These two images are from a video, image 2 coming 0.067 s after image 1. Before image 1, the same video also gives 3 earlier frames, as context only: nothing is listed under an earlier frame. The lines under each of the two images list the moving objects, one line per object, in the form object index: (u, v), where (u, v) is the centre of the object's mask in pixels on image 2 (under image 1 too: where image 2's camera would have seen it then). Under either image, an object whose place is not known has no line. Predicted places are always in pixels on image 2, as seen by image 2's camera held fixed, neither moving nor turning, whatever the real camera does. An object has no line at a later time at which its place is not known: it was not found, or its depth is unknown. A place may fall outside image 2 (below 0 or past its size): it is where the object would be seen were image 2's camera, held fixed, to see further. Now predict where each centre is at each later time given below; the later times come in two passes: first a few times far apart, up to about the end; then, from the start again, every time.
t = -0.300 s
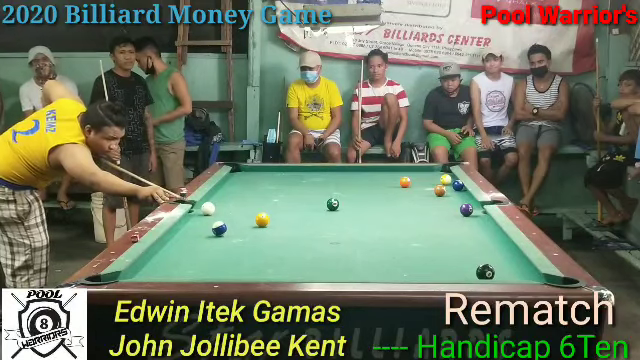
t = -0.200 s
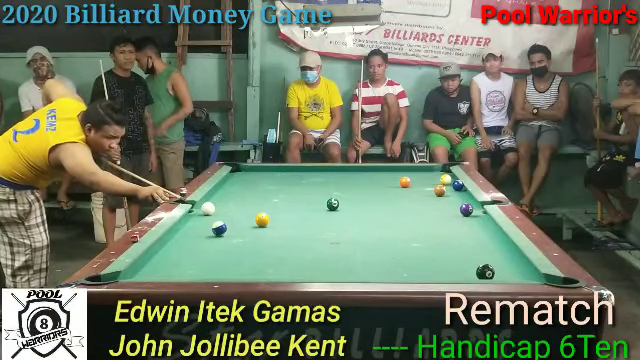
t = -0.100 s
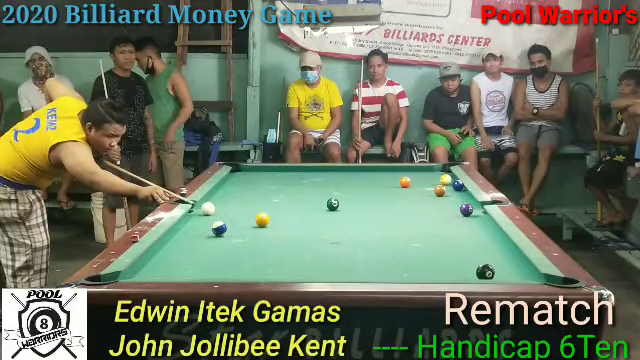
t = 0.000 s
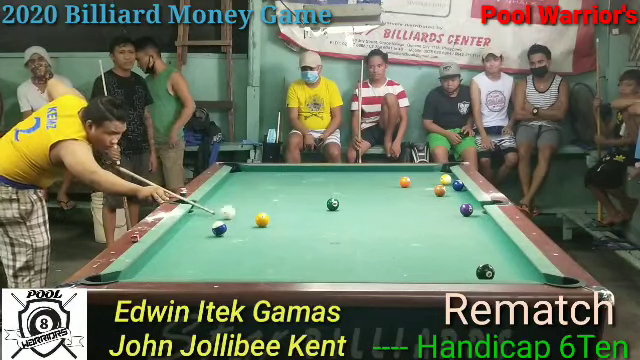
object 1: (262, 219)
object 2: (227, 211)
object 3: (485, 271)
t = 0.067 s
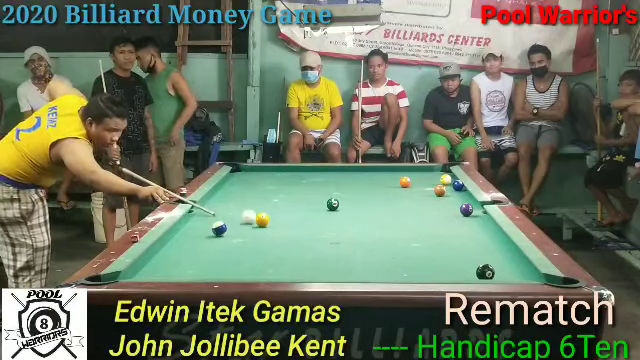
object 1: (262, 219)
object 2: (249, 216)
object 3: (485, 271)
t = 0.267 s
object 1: (306, 231)
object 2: (261, 217)
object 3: (485, 271)
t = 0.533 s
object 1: (368, 247)
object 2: (271, 216)
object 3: (485, 271)
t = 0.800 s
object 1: (442, 266)
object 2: (279, 216)
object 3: (485, 271)
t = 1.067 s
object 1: (474, 274)
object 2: (285, 215)
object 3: (528, 273)
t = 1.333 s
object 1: (473, 267)
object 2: (291, 215)
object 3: (504, 273)
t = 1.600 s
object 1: (473, 258)
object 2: (295, 214)
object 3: (476, 274)
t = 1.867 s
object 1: (473, 251)
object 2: (298, 214)
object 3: (449, 275)
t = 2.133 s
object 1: (473, 244)
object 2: (298, 214)
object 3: (426, 275)
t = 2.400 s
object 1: (473, 238)
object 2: (298, 214)
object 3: (409, 274)
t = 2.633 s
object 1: (473, 234)
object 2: (298, 214)
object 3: (395, 274)
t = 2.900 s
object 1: (473, 229)
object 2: (298, 214)
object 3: (382, 274)
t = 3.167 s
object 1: (472, 224)
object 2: (298, 214)
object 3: (371, 273)
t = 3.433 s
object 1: (472, 221)
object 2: (298, 214)
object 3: (362, 273)
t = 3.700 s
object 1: (472, 218)
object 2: (298, 214)
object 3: (356, 273)
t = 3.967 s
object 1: (471, 215)
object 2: (298, 214)
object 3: (352, 273)
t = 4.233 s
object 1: (471, 213)
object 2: (298, 214)
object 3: (350, 272)
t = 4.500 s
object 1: (470, 212)
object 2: (298, 214)
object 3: (350, 273)
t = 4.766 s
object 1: (470, 211)
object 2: (298, 214)
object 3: (350, 272)
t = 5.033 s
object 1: (470, 211)
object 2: (298, 214)
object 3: (350, 273)
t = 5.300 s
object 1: (470, 211)
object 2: (298, 214)
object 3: (350, 272)
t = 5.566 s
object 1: (470, 211)
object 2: (298, 214)
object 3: (350, 272)
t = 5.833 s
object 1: (471, 211)
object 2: (298, 214)
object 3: (350, 272)
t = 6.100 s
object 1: (471, 211)
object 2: (298, 214)
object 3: (350, 272)
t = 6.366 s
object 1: (471, 211)
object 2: (298, 214)
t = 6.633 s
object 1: (471, 211)
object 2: (298, 214)
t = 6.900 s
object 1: (471, 211)
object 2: (298, 214)
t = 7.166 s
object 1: (471, 211)
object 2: (298, 214)
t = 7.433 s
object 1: (471, 211)
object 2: (298, 214)
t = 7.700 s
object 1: (471, 211)
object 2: (298, 214)
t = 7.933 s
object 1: (471, 211)
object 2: (298, 214)
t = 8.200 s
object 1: (471, 211)
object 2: (298, 214)
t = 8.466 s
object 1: (471, 211)
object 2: (298, 214)
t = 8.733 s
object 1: (471, 211)
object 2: (298, 214)
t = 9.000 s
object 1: (471, 211)
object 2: (298, 214)
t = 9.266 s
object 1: (471, 211)
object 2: (298, 214)
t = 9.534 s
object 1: (471, 211)
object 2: (298, 214)
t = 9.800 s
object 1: (471, 211)
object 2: (298, 214)
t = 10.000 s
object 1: (471, 211)
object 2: (298, 214)
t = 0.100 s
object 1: (268, 220)
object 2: (254, 217)
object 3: (485, 271)
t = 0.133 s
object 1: (275, 222)
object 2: (256, 217)
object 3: (485, 271)
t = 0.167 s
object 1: (284, 224)
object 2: (257, 217)
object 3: (485, 271)
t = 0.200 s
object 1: (292, 227)
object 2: (258, 217)
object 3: (485, 271)
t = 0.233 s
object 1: (299, 229)
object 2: (260, 217)
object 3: (485, 271)
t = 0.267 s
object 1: (306, 231)
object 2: (261, 217)
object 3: (485, 271)
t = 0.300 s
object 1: (313, 233)
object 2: (262, 217)
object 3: (485, 271)
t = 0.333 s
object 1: (321, 235)
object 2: (263, 217)
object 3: (485, 271)
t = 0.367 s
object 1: (328, 237)
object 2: (265, 216)
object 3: (485, 271)
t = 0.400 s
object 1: (336, 238)
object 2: (266, 216)
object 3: (485, 271)
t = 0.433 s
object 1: (344, 240)
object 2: (267, 216)
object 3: (485, 271)
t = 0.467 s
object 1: (352, 243)
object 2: (269, 216)
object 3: (485, 271)
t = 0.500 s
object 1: (360, 245)
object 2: (270, 216)
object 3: (485, 271)
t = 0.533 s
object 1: (368, 247)
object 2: (271, 216)
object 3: (485, 271)
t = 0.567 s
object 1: (377, 249)
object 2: (273, 216)
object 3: (485, 271)
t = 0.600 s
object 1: (386, 251)
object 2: (273, 216)
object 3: (485, 271)
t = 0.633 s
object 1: (395, 254)
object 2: (274, 216)
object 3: (485, 271)
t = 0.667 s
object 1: (404, 256)
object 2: (275, 216)
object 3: (485, 271)
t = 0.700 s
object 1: (413, 258)
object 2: (276, 216)
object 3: (485, 271)
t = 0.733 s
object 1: (423, 261)
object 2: (277, 216)
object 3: (485, 271)
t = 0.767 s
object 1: (433, 264)
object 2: (278, 216)
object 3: (485, 271)
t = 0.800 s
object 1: (442, 266)
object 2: (279, 216)
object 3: (485, 271)
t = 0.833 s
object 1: (452, 268)
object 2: (280, 215)
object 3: (485, 271)
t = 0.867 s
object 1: (462, 271)
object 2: (281, 215)
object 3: (485, 271)
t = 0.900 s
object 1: (467, 272)
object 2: (281, 215)
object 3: (492, 272)
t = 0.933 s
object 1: (469, 273)
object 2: (282, 215)
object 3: (500, 272)
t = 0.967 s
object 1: (471, 275)
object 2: (283, 215)
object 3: (508, 272)
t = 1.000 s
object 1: (474, 276)
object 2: (284, 215)
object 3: (515, 272)
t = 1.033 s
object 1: (474, 274)
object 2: (285, 215)
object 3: (521, 272)
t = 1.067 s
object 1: (474, 274)
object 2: (285, 215)
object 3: (528, 273)
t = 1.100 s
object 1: (474, 273)
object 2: (286, 215)
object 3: (531, 273)
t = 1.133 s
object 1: (474, 273)
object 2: (287, 215)
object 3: (527, 273)
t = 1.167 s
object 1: (474, 272)
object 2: (288, 215)
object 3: (523, 273)
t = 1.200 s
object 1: (474, 271)
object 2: (288, 215)
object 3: (519, 273)
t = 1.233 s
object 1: (474, 270)
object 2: (289, 215)
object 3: (515, 273)
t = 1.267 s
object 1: (474, 269)
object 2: (290, 215)
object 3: (511, 273)
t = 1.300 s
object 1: (474, 269)
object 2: (290, 215)
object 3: (507, 273)
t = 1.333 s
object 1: (473, 267)
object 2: (291, 215)
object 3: (504, 273)
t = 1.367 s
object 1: (473, 266)
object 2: (291, 215)
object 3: (501, 273)
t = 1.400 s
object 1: (473, 265)
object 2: (292, 215)
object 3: (497, 274)
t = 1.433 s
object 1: (473, 264)
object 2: (292, 215)
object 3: (493, 274)
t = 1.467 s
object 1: (473, 263)
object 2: (293, 214)
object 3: (489, 274)
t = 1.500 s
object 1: (473, 262)
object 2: (294, 215)
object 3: (486, 273)
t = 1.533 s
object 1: (473, 261)
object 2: (294, 214)
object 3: (482, 274)
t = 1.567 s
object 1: (473, 260)
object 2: (295, 215)
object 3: (480, 273)
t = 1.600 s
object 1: (473, 258)
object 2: (295, 214)
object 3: (476, 274)
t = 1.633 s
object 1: (473, 257)
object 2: (295, 214)
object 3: (472, 274)
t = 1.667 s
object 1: (473, 256)
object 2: (296, 214)
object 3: (469, 274)
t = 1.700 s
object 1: (473, 255)
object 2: (296, 214)
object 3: (465, 274)
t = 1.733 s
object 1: (473, 254)
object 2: (296, 214)
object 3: (462, 275)
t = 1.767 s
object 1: (473, 253)
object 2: (297, 215)
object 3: (459, 274)
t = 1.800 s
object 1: (473, 253)
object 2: (297, 214)
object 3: (456, 275)
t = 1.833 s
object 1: (473, 252)
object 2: (297, 214)
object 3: (452, 275)
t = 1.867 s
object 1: (473, 251)
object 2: (298, 214)
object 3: (449, 275)
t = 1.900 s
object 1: (473, 250)
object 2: (298, 214)
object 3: (445, 275)
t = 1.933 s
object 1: (473, 249)
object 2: (298, 214)
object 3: (442, 275)
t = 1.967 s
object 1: (473, 248)
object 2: (298, 214)
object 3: (440, 275)
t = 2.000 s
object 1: (473, 247)
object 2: (298, 214)
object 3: (436, 275)
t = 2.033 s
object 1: (473, 246)
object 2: (298, 214)
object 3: (433, 276)
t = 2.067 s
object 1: (473, 245)
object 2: (298, 214)
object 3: (431, 275)
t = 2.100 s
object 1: (473, 245)
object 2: (298, 214)
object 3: (429, 275)
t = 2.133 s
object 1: (473, 244)
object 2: (298, 214)
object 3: (426, 275)
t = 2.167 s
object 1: (473, 243)
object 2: (298, 214)
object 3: (424, 275)
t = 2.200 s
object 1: (473, 242)
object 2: (298, 214)
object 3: (422, 275)
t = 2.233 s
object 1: (473, 242)
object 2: (298, 214)
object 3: (419, 275)
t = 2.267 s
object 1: (473, 241)
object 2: (298, 214)
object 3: (417, 275)
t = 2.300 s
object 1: (473, 240)
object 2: (298, 214)
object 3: (415, 275)
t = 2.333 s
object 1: (473, 239)
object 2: (298, 214)
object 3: (413, 275)
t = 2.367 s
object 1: (473, 239)
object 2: (298, 214)
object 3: (411, 275)
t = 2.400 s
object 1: (473, 238)
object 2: (298, 214)
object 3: (409, 274)
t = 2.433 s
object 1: (473, 237)
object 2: (298, 214)
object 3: (407, 274)
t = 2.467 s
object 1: (473, 237)
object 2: (298, 214)
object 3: (405, 274)
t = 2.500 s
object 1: (473, 236)
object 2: (298, 214)
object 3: (403, 274)
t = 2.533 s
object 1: (473, 235)
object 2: (298, 214)
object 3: (401, 274)
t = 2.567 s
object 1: (473, 234)
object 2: (298, 214)
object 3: (399, 274)
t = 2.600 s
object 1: (473, 234)
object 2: (298, 214)
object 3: (397, 274)
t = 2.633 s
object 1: (473, 234)
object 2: (298, 214)
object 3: (395, 274)
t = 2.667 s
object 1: (473, 234)
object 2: (298, 214)
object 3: (393, 274)
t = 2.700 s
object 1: (473, 232)
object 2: (298, 214)
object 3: (391, 274)
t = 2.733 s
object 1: (473, 232)
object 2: (298, 214)
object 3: (390, 274)
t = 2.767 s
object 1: (473, 231)
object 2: (298, 214)
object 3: (388, 274)
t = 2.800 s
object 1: (473, 231)
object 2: (298, 214)
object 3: (386, 273)
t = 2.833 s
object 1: (473, 230)
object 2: (298, 214)
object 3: (385, 274)
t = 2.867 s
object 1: (473, 230)
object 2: (298, 214)
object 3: (383, 273)
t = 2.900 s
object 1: (473, 229)
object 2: (298, 214)
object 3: (382, 274)
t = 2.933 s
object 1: (473, 229)
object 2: (298, 214)
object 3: (380, 274)
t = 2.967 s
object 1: (473, 228)
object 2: (298, 214)
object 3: (378, 273)
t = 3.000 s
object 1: (473, 227)
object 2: (298, 214)
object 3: (377, 273)
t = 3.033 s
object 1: (473, 226)
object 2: (298, 214)
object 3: (376, 273)
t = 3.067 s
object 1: (473, 226)
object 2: (298, 214)
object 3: (374, 273)
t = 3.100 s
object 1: (472, 225)
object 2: (298, 214)
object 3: (373, 273)
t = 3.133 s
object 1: (472, 225)
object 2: (298, 214)
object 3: (372, 273)
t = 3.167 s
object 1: (472, 224)
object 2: (298, 214)
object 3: (371, 273)
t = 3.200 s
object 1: (472, 224)
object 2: (298, 214)
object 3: (370, 273)
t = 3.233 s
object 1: (472, 224)
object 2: (298, 214)
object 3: (368, 273)
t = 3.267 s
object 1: (472, 223)
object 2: (298, 214)
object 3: (367, 273)
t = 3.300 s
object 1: (472, 223)
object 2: (298, 214)
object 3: (366, 273)
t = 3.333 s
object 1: (472, 222)
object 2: (298, 214)
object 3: (365, 273)
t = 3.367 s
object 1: (472, 222)
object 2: (298, 214)
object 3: (364, 273)
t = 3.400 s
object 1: (472, 222)
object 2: (298, 214)
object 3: (363, 273)
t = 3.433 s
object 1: (472, 221)
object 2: (298, 214)
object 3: (362, 273)
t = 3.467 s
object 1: (472, 221)
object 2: (298, 214)
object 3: (361, 273)
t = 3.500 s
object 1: (472, 220)
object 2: (298, 214)
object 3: (361, 273)
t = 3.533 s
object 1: (472, 220)
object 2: (298, 214)
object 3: (359, 273)
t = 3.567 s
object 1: (472, 220)
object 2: (298, 214)
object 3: (359, 273)
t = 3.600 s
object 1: (472, 220)
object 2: (298, 214)
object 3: (358, 273)
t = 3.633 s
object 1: (472, 219)
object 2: (298, 214)
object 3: (357, 273)
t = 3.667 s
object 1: (472, 218)
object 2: (298, 214)
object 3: (357, 273)
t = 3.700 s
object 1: (472, 218)
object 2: (298, 214)
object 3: (356, 273)
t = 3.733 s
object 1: (472, 218)
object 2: (298, 214)
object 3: (355, 273)
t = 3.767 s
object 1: (472, 217)
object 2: (298, 214)
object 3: (355, 273)
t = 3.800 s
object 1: (472, 217)
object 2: (298, 214)
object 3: (354, 273)
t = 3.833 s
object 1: (472, 216)
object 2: (298, 214)
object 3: (354, 273)
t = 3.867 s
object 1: (472, 216)
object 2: (298, 214)
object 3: (353, 273)
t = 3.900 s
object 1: (472, 216)
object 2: (298, 214)
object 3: (353, 273)
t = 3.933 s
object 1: (471, 215)
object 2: (298, 214)
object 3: (352, 273)
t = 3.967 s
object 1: (471, 215)
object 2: (298, 214)
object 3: (352, 273)
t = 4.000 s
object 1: (471, 215)
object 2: (298, 214)
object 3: (351, 273)
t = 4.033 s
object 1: (471, 215)
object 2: (298, 214)
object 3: (351, 273)
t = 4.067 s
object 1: (471, 214)
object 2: (298, 214)
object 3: (351, 273)
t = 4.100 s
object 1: (471, 214)
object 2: (298, 214)
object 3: (350, 273)
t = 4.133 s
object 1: (471, 214)
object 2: (298, 214)
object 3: (350, 273)
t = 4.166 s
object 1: (471, 214)
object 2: (298, 214)
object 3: (350, 273)
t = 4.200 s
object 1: (471, 213)
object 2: (298, 214)
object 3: (350, 273)
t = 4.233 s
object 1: (471, 213)
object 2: (298, 214)
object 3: (350, 272)
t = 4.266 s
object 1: (471, 212)
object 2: (298, 214)
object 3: (350, 273)
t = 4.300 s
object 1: (471, 212)
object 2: (298, 214)
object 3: (350, 273)
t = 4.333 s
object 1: (471, 212)
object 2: (298, 214)
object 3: (350, 273)
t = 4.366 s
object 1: (470, 212)
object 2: (298, 214)
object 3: (350, 273)
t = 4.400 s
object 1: (470, 212)
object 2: (298, 214)
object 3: (350, 273)
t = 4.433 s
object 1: (470, 212)
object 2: (298, 214)
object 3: (350, 272)
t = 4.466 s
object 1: (470, 212)
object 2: (298, 214)
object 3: (350, 273)
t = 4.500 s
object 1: (470, 212)
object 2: (298, 214)
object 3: (350, 273)
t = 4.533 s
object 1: (470, 212)
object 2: (298, 214)
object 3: (350, 273)
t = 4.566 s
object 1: (470, 212)
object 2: (298, 214)
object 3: (350, 273)
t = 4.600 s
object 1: (470, 211)
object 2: (298, 214)
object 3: (350, 273)
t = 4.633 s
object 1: (470, 211)
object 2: (298, 214)
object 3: (350, 272)
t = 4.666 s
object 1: (471, 211)
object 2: (298, 214)
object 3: (350, 272)
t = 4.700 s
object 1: (470, 211)
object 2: (298, 214)
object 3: (350, 272)
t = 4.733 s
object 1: (470, 211)
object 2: (298, 214)
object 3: (350, 272)
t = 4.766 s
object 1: (470, 211)
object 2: (298, 214)
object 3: (350, 272)
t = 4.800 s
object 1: (471, 211)
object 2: (298, 214)
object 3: (350, 272)
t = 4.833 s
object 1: (471, 211)
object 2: (298, 214)
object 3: (350, 272)
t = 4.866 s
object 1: (471, 211)
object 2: (298, 214)
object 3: (350, 272)
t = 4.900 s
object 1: (471, 211)
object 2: (298, 214)
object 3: (350, 272)
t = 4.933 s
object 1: (471, 211)
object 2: (298, 214)
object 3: (350, 273)
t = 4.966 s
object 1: (470, 211)
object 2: (298, 214)
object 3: (350, 272)
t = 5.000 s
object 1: (470, 211)
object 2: (298, 214)
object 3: (350, 273)
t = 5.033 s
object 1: (470, 211)
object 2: (298, 214)
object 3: (350, 273)
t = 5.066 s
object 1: (470, 211)
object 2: (298, 214)
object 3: (350, 272)
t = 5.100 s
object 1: (470, 211)
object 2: (298, 214)
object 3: (350, 272)
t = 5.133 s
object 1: (470, 211)
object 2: (298, 214)
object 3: (350, 272)
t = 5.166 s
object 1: (470, 211)
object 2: (298, 214)
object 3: (350, 272)
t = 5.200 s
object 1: (470, 211)
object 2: (298, 214)
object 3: (350, 272)
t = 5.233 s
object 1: (470, 211)
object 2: (298, 214)
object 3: (350, 272)
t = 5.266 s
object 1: (470, 211)
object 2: (298, 214)
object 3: (350, 272)
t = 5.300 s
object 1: (470, 211)
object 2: (298, 214)
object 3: (350, 272)
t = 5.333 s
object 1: (470, 211)
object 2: (298, 214)
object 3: (350, 272)
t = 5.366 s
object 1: (470, 211)
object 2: (298, 214)
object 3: (350, 272)
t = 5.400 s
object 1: (470, 211)
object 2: (298, 214)
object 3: (350, 272)
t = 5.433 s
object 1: (471, 211)
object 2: (298, 214)
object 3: (350, 272)
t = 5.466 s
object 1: (471, 211)
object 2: (298, 214)
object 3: (350, 272)
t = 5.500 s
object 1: (471, 211)
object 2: (298, 214)
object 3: (350, 272)
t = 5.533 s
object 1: (470, 211)
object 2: (298, 214)
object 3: (350, 272)
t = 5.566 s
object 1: (470, 211)
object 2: (298, 214)
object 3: (350, 272)
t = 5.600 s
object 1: (470, 211)
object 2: (298, 214)
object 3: (350, 272)
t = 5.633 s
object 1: (471, 211)
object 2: (298, 214)
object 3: (350, 272)
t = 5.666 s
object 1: (471, 211)
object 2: (298, 214)
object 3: (350, 272)
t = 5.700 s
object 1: (471, 211)
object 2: (298, 214)
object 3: (350, 272)
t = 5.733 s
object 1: (471, 211)
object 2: (298, 214)
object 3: (350, 272)
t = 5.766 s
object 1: (471, 211)
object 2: (298, 214)
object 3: (350, 272)
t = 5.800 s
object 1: (471, 211)
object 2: (298, 214)
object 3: (350, 272)
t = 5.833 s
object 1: (471, 211)
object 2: (298, 214)
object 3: (350, 272)
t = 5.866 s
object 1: (471, 211)
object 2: (298, 214)
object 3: (350, 272)
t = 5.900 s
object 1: (471, 211)
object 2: (298, 214)
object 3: (350, 272)
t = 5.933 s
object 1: (471, 211)
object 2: (298, 214)
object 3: (350, 272)
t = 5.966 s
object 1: (471, 211)
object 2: (298, 214)
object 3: (350, 272)
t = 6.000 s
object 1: (471, 211)
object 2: (298, 214)
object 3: (350, 272)
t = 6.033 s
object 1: (471, 211)
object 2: (298, 214)
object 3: (350, 272)
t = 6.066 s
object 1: (471, 211)
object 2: (298, 214)
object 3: (350, 272)
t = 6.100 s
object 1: (471, 211)
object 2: (298, 214)
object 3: (350, 272)
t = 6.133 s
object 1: (471, 211)
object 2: (298, 214)
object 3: (350, 272)
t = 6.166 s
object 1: (471, 211)
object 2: (298, 214)
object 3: (350, 272)
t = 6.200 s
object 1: (471, 211)
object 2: (298, 214)
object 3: (350, 272)
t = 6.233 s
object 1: (471, 211)
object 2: (298, 214)
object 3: (350, 272)
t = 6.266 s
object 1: (471, 211)
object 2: (298, 214)
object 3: (350, 272)
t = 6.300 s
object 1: (471, 211)
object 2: (298, 214)
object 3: (350, 272)
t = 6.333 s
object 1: (471, 211)
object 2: (298, 214)
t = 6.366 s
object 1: (471, 211)
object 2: (298, 214)
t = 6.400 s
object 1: (471, 211)
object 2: (298, 214)
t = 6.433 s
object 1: (471, 211)
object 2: (298, 214)
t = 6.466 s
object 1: (471, 211)
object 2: (298, 214)
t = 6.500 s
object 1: (471, 211)
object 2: (298, 214)
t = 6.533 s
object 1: (471, 211)
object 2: (298, 214)
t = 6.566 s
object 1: (471, 211)
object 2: (298, 214)
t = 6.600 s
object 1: (471, 211)
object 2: (298, 214)
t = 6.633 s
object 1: (471, 211)
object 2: (298, 214)
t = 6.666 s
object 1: (471, 211)
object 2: (298, 214)
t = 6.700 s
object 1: (471, 211)
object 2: (298, 214)
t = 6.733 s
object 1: (471, 211)
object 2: (298, 214)
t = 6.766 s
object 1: (471, 211)
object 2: (298, 214)
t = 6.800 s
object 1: (471, 211)
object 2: (298, 214)
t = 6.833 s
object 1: (471, 211)
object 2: (298, 214)
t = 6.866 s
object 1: (471, 211)
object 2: (298, 214)
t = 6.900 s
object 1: (471, 211)
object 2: (298, 214)
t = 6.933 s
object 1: (471, 211)
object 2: (298, 214)
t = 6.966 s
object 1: (471, 211)
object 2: (298, 214)
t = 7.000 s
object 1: (471, 211)
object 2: (298, 214)
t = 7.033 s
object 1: (471, 211)
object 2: (298, 214)
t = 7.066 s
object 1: (471, 211)
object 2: (298, 214)
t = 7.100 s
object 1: (471, 211)
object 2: (298, 214)
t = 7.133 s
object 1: (471, 211)
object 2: (298, 214)
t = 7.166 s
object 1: (471, 211)
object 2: (298, 214)
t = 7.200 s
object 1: (471, 211)
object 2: (298, 214)
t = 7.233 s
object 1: (471, 211)
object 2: (298, 214)
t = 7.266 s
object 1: (471, 211)
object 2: (298, 214)
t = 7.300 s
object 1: (471, 211)
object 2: (298, 214)
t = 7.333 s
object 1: (471, 211)
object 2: (298, 214)
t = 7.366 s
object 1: (471, 211)
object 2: (298, 214)
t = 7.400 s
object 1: (471, 211)
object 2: (298, 214)
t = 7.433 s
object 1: (471, 211)
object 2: (298, 214)
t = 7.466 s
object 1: (471, 211)
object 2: (298, 214)
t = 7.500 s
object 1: (471, 211)
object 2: (298, 214)
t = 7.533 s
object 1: (471, 211)
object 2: (298, 214)
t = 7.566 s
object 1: (471, 211)
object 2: (298, 214)
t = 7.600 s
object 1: (471, 211)
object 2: (298, 214)
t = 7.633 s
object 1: (471, 211)
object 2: (298, 214)
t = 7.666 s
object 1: (471, 211)
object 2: (298, 214)
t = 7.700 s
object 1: (471, 211)
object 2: (298, 214)
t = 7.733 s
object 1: (471, 211)
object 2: (298, 214)
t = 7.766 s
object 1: (471, 211)
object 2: (298, 214)
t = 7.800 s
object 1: (471, 211)
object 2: (298, 214)
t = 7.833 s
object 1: (471, 211)
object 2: (298, 214)
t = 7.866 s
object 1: (471, 211)
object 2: (298, 214)
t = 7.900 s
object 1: (471, 211)
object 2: (298, 214)
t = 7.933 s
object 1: (471, 211)
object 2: (298, 214)
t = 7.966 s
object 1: (471, 211)
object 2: (298, 213)
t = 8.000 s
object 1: (471, 211)
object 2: (298, 213)
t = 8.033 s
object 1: (471, 211)
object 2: (298, 214)
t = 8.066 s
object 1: (471, 211)
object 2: (298, 214)
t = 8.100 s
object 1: (471, 211)
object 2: (298, 213)
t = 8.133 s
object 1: (471, 211)
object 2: (298, 213)
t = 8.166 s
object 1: (471, 211)
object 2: (298, 214)
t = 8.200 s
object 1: (471, 211)
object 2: (298, 214)
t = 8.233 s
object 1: (471, 211)
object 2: (298, 214)
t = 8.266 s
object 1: (471, 211)
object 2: (298, 214)
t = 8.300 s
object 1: (471, 211)
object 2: (298, 214)
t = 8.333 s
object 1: (471, 211)
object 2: (298, 214)
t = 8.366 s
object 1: (471, 211)
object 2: (298, 214)
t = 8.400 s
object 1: (471, 211)
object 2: (298, 214)
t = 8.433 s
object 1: (471, 211)
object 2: (298, 214)
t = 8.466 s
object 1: (471, 211)
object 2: (298, 214)
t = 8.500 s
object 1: (471, 211)
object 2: (298, 214)
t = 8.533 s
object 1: (471, 211)
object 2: (298, 213)
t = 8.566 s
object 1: (471, 211)
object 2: (298, 214)
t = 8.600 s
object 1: (471, 211)
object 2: (298, 214)
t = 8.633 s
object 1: (471, 211)
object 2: (298, 214)
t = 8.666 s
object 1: (471, 211)
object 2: (298, 214)
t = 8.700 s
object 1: (471, 211)
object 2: (298, 214)
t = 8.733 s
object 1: (471, 211)
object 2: (298, 214)
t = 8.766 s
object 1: (471, 211)
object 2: (298, 214)
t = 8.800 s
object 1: (471, 211)
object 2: (298, 214)
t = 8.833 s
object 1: (471, 211)
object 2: (298, 214)
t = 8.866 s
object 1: (471, 211)
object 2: (298, 214)
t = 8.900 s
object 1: (471, 211)
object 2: (298, 214)
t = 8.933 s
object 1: (471, 211)
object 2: (298, 214)
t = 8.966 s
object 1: (471, 211)
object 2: (298, 214)
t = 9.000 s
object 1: (471, 211)
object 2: (298, 214)
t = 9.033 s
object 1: (471, 211)
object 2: (298, 214)
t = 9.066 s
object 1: (471, 211)
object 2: (298, 214)
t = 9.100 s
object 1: (471, 211)
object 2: (298, 214)
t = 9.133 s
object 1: (471, 211)
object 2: (298, 214)
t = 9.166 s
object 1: (471, 211)
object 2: (298, 214)
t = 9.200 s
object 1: (471, 211)
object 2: (298, 214)
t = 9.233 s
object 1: (471, 211)
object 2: (298, 214)
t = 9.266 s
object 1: (471, 211)
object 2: (298, 214)
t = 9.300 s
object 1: (471, 211)
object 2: (298, 214)
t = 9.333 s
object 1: (471, 211)
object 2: (298, 214)
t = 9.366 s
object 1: (471, 211)
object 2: (298, 214)
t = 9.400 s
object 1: (471, 211)
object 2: (298, 214)
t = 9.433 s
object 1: (471, 211)
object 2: (298, 214)
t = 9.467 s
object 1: (471, 211)
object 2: (298, 214)
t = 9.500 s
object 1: (471, 211)
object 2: (298, 214)
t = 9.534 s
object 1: (471, 211)
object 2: (298, 214)
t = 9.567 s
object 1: (471, 211)
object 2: (298, 214)
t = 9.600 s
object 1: (471, 211)
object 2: (298, 214)
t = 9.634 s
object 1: (471, 211)
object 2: (298, 214)
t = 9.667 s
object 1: (471, 211)
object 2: (298, 214)
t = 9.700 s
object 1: (471, 211)
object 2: (298, 214)
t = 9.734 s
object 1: (471, 211)
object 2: (298, 214)
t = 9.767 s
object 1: (471, 211)
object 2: (298, 214)
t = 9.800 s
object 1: (471, 211)
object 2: (298, 214)
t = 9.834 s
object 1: (471, 211)
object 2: (298, 214)
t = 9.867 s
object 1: (471, 211)
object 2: (298, 214)
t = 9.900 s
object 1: (471, 211)
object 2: (298, 214)
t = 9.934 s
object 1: (471, 211)
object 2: (298, 214)
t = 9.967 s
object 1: (471, 211)
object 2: (298, 214)
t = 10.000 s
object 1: (471, 211)
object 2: (298, 214)
